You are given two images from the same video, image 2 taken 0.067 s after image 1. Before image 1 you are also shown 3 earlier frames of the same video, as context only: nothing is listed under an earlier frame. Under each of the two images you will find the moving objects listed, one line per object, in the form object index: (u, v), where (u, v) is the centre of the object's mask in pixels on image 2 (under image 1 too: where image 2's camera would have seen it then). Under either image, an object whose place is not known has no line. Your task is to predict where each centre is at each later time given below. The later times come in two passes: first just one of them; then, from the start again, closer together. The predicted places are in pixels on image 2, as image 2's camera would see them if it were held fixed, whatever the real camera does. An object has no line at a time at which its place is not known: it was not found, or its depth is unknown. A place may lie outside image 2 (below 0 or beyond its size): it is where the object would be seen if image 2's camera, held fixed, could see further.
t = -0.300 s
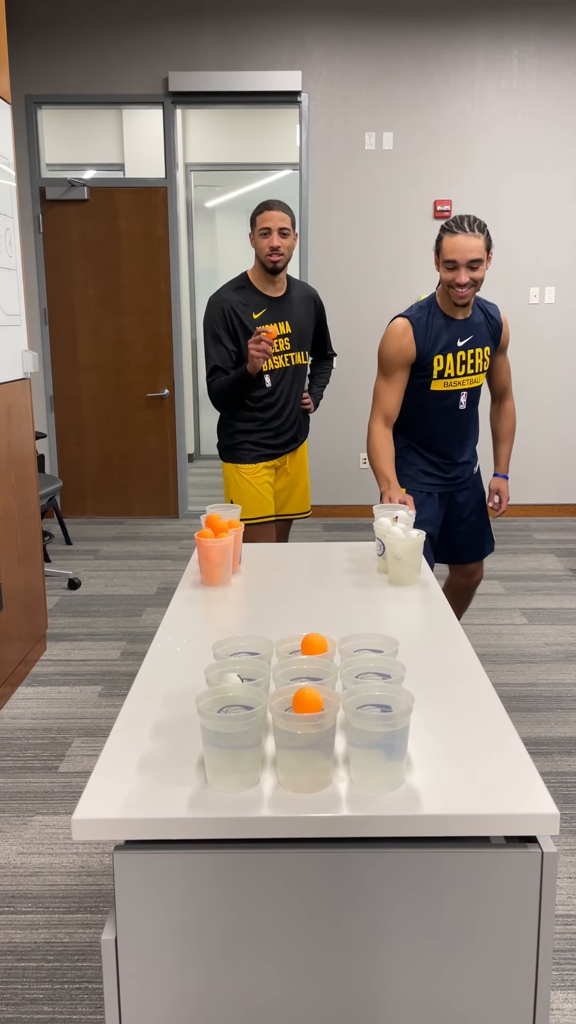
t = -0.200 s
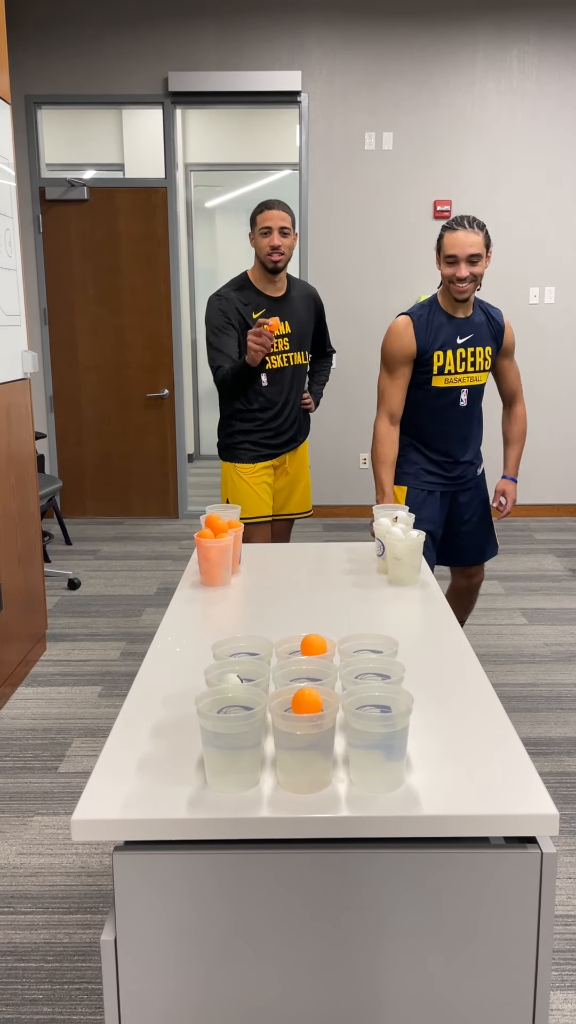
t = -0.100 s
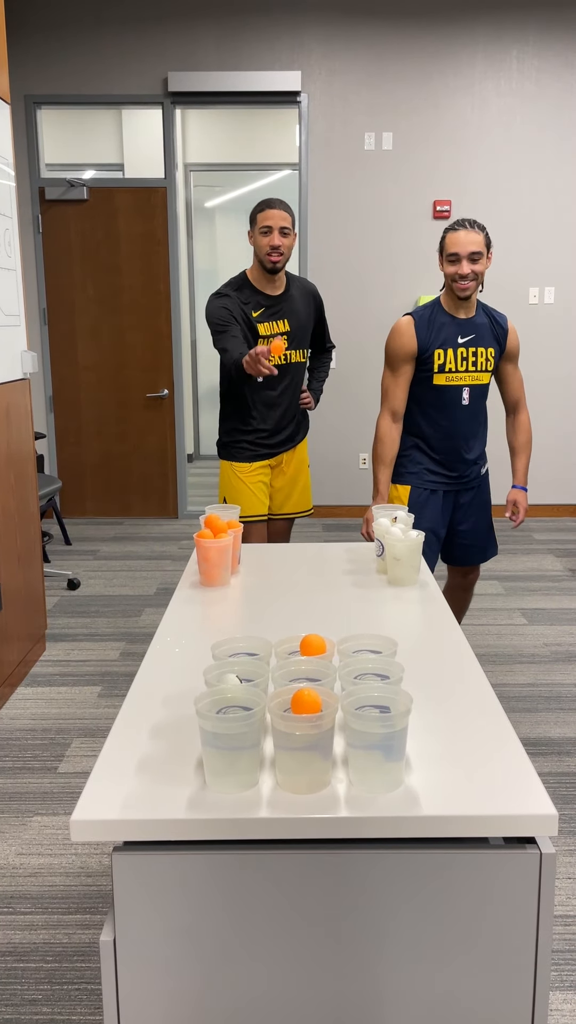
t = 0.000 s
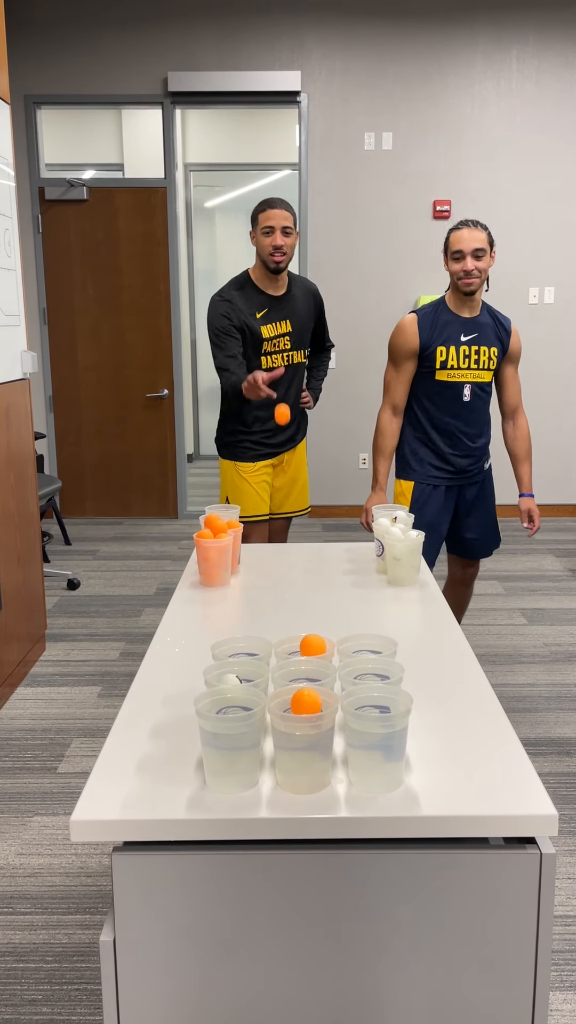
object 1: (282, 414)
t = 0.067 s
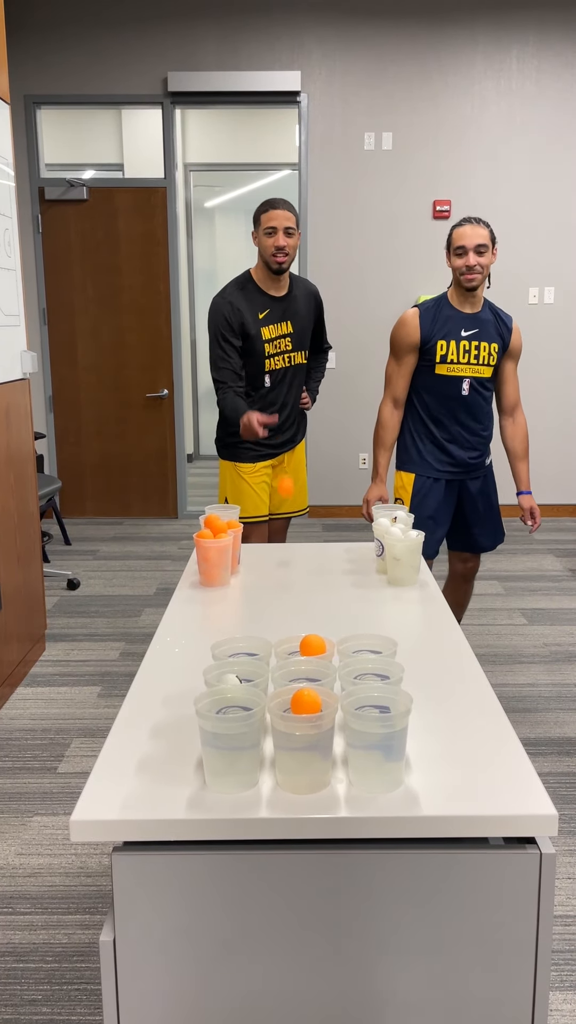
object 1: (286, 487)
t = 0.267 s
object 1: (288, 444)
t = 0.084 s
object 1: (287, 508)
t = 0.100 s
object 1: (287, 531)
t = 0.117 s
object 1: (288, 555)
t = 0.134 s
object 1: (289, 562)
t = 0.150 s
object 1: (289, 543)
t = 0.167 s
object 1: (289, 528)
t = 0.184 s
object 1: (289, 512)
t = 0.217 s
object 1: (288, 481)
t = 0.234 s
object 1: (288, 467)
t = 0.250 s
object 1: (288, 454)
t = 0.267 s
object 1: (288, 444)
